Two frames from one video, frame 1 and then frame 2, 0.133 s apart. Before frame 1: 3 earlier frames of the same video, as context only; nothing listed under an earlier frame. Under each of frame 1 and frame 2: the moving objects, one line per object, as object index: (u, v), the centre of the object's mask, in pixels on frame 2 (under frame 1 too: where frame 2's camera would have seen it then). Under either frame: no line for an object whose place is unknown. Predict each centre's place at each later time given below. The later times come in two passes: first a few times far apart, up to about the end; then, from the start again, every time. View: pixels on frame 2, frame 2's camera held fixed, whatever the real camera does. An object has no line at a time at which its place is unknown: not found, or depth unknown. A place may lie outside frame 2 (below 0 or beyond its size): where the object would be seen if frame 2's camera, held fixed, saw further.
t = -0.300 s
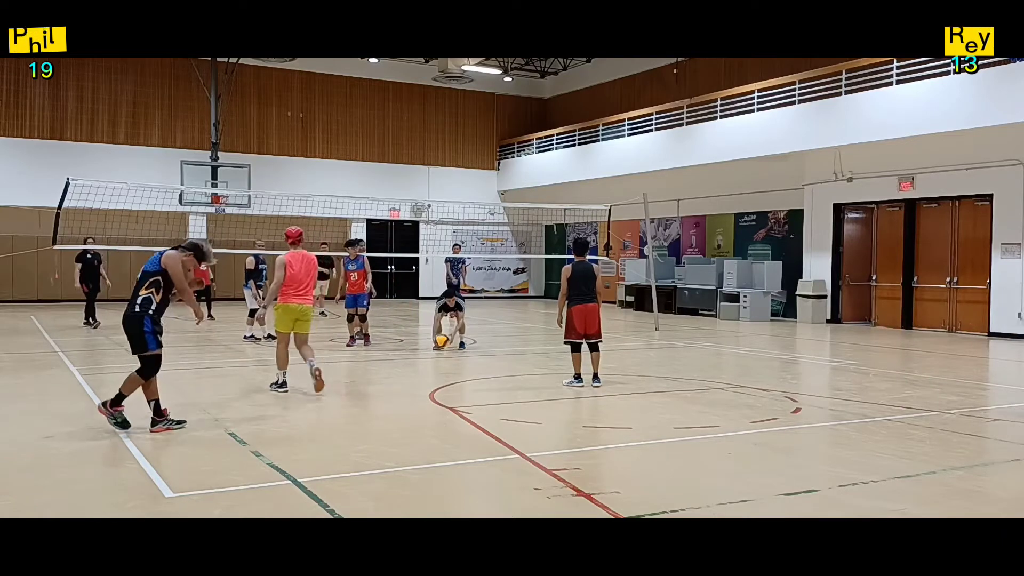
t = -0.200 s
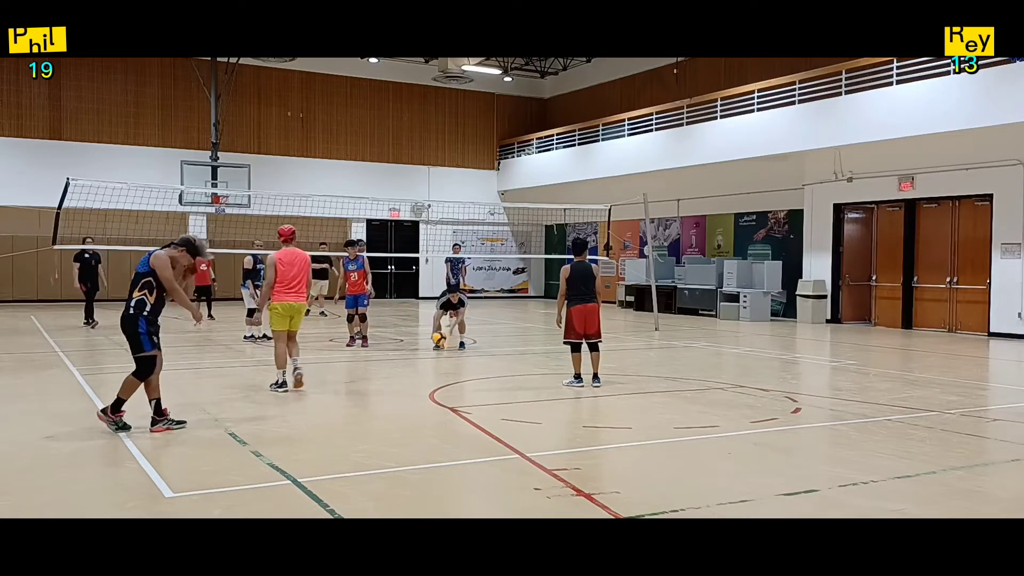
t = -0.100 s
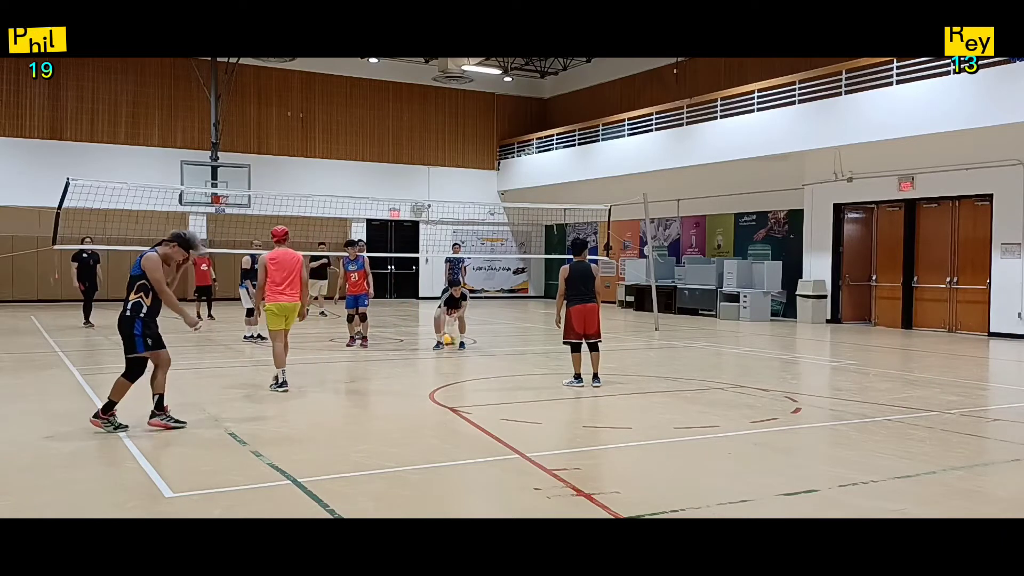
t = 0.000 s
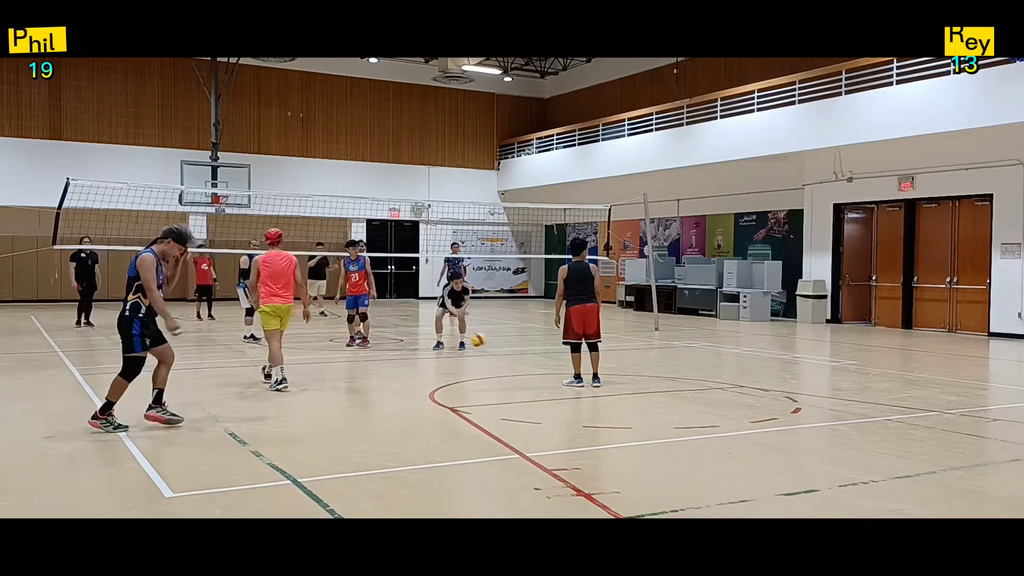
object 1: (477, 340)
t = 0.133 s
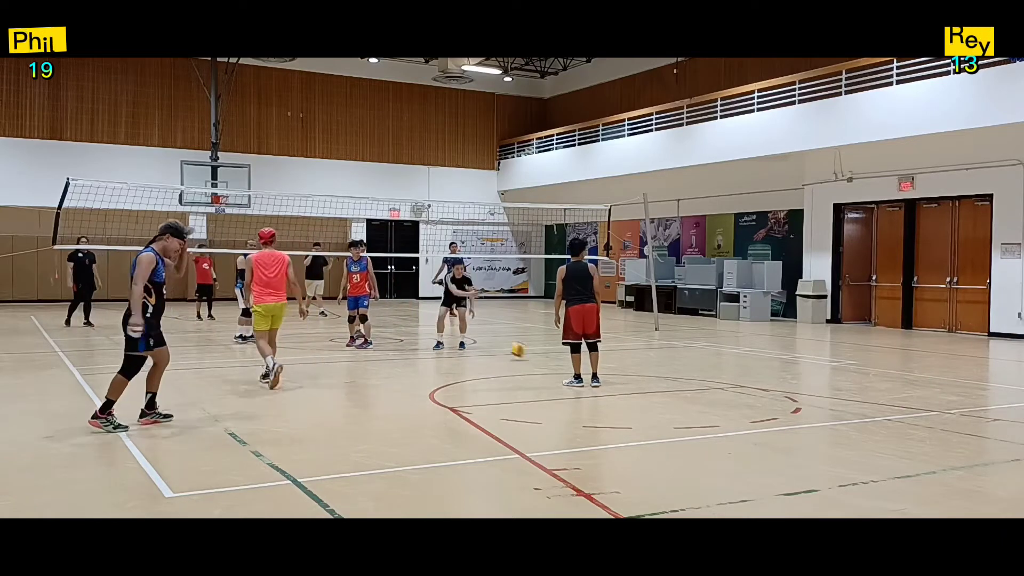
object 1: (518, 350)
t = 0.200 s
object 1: (537, 354)
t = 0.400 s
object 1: (585, 358)
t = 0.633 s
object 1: (655, 364)
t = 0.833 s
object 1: (716, 369)
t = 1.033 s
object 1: (784, 378)
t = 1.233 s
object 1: (858, 385)
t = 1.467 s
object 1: (952, 397)
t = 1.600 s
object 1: (1011, 402)
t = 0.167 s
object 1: (528, 355)
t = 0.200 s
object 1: (537, 354)
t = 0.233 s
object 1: (546, 352)
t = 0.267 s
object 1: (554, 351)
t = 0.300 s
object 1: (562, 352)
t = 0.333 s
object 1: (568, 354)
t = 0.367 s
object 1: (583, 356)
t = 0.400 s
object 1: (585, 358)
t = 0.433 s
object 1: (601, 361)
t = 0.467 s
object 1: (608, 362)
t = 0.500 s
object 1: (617, 361)
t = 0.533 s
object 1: (627, 360)
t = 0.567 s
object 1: (637, 360)
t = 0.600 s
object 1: (646, 362)
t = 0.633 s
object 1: (655, 364)
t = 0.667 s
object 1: (664, 367)
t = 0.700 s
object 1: (676, 370)
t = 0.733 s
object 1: (686, 369)
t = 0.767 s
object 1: (696, 367)
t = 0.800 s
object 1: (706, 368)
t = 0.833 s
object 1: (716, 369)
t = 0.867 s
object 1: (729, 372)
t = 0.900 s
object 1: (738, 375)
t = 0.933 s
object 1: (749, 378)
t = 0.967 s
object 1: (760, 378)
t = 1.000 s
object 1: (772, 376)
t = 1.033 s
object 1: (784, 378)
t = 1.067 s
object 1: (796, 379)
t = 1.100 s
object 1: (808, 382)
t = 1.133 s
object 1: (819, 387)
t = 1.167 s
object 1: (833, 384)
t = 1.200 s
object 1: (845, 384)
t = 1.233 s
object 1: (858, 385)
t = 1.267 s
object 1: (870, 386)
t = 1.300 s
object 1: (883, 390)
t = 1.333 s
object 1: (896, 393)
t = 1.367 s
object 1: (910, 393)
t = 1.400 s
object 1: (924, 392)
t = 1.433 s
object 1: (938, 394)
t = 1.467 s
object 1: (952, 397)
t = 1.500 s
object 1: (966, 399)
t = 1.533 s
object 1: (981, 402)
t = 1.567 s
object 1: (996, 401)
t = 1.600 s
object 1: (1011, 402)
